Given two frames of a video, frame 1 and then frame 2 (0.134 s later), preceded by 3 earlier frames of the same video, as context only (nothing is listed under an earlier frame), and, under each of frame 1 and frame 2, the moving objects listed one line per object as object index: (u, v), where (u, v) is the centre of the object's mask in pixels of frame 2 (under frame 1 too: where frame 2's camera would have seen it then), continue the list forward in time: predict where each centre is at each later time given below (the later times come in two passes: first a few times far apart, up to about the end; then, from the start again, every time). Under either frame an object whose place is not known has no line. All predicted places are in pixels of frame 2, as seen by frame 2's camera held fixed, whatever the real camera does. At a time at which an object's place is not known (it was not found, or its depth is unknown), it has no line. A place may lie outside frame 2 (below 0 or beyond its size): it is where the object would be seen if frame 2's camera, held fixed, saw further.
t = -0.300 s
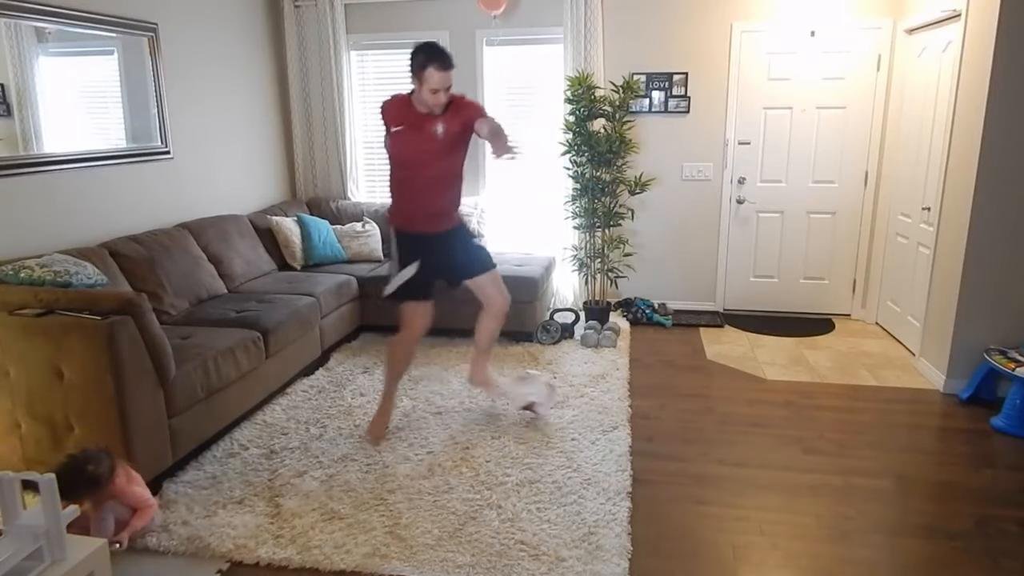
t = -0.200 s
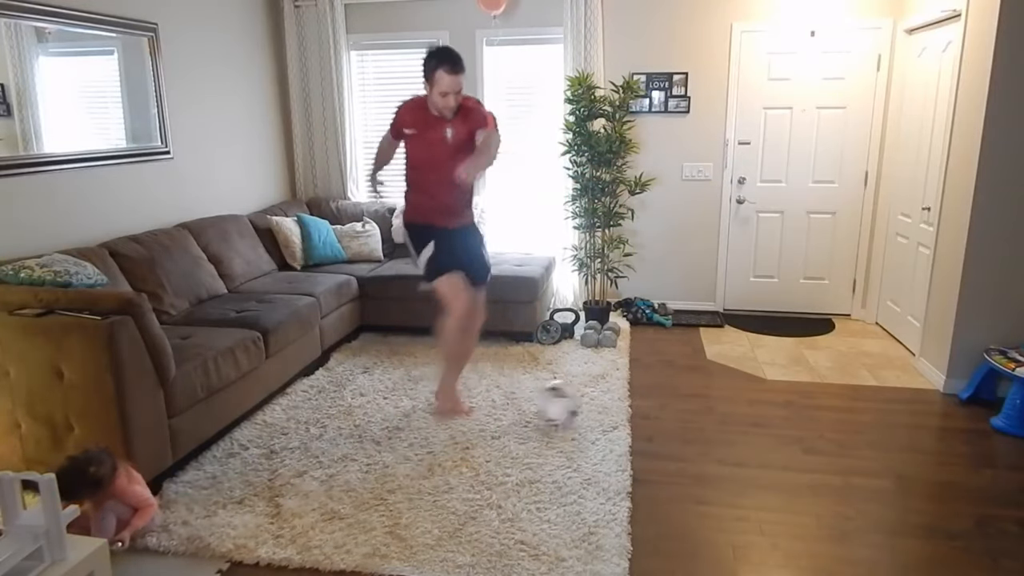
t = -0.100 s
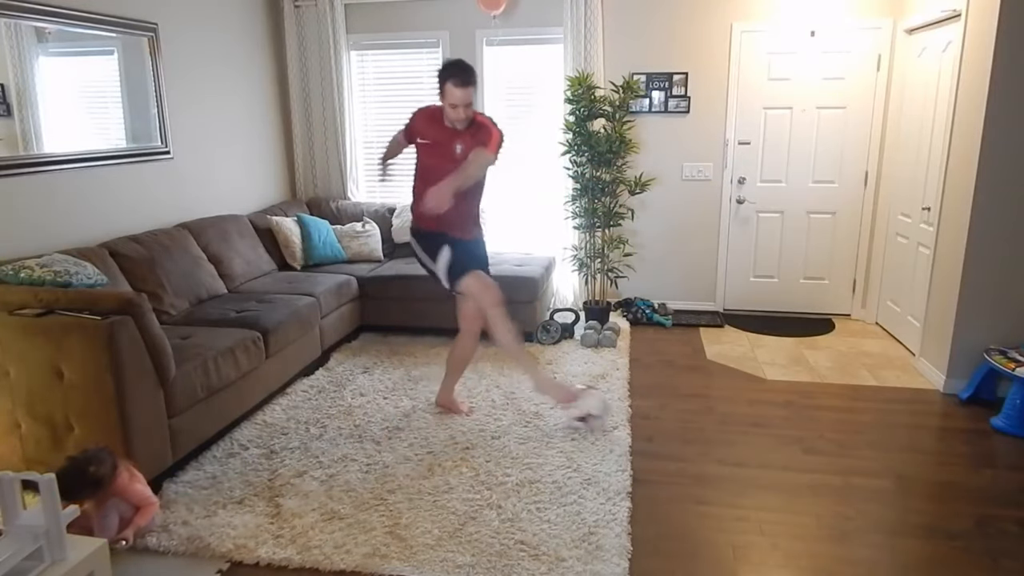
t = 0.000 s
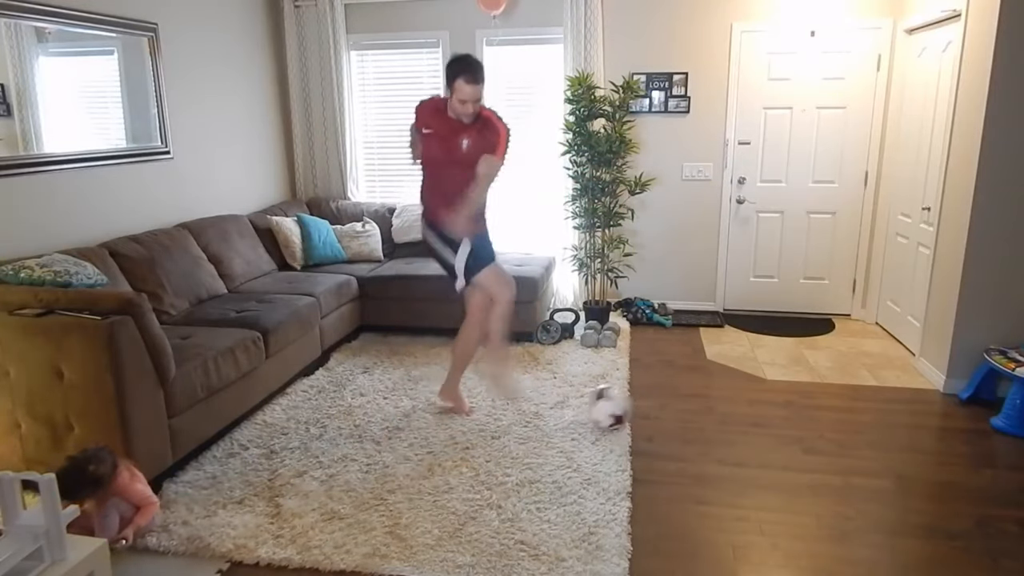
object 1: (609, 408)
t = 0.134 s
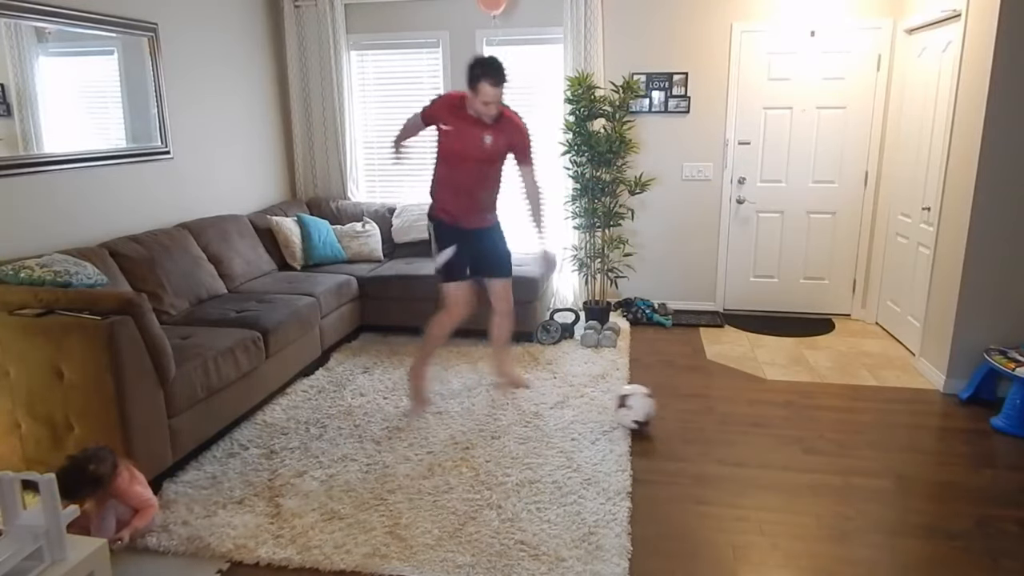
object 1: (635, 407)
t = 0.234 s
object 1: (654, 406)
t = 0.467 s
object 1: (698, 403)
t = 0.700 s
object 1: (741, 400)
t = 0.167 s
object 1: (642, 407)
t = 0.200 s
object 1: (648, 406)
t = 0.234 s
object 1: (654, 406)
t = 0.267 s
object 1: (661, 406)
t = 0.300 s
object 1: (667, 405)
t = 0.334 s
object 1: (673, 404)
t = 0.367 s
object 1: (679, 404)
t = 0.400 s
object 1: (686, 404)
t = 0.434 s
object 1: (693, 404)
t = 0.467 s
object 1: (698, 403)
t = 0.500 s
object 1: (705, 402)
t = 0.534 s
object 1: (711, 402)
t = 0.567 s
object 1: (717, 401)
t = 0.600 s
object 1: (723, 401)
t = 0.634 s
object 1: (728, 401)
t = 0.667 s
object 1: (735, 400)
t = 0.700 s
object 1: (741, 400)
